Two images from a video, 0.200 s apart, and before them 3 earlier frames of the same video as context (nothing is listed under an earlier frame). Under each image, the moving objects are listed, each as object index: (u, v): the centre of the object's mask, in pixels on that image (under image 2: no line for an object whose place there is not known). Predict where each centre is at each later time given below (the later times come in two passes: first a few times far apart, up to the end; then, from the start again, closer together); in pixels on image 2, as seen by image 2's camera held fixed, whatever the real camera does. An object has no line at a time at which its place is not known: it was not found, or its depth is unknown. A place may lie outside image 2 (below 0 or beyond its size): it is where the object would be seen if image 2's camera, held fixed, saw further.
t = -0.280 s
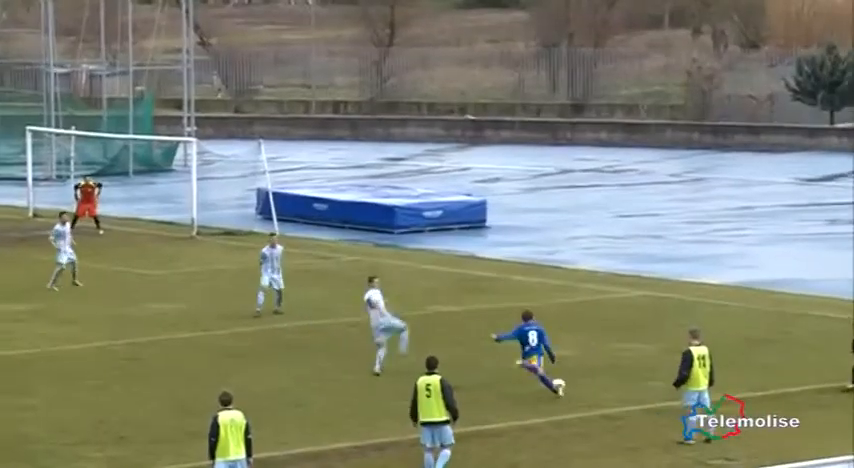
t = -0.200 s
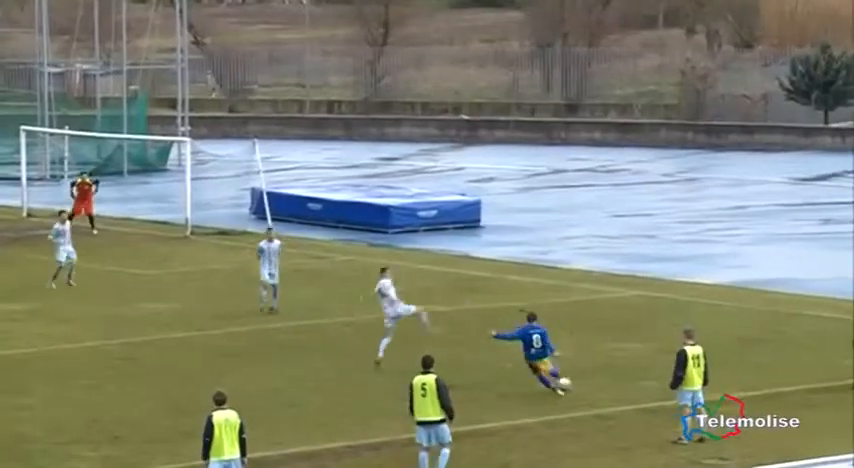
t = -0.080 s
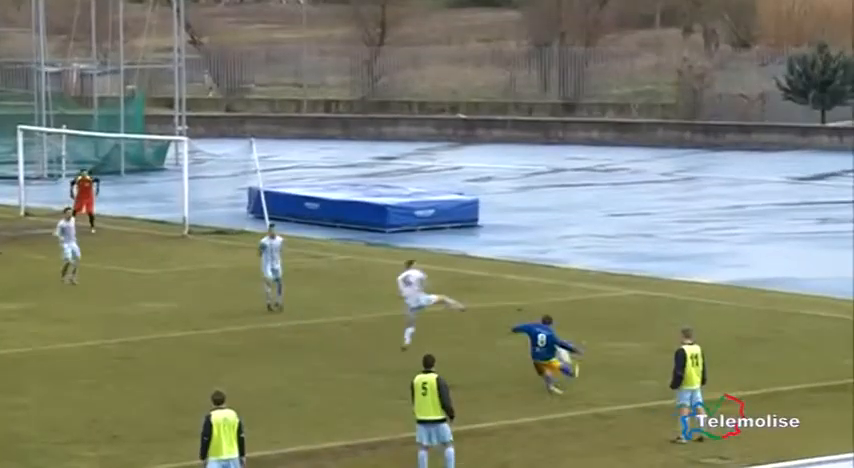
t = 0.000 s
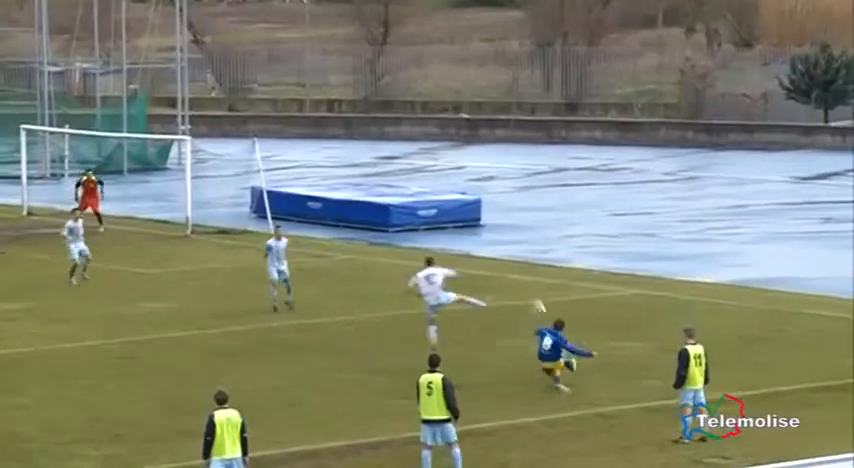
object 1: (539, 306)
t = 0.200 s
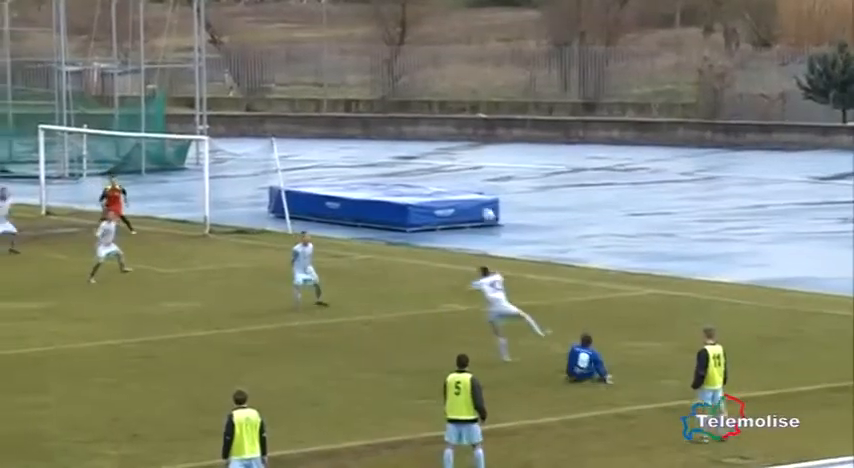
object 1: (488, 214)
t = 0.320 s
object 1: (449, 176)
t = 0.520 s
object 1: (386, 134)
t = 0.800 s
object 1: (303, 115)
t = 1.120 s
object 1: (214, 134)
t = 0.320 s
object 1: (449, 176)
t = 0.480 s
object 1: (399, 141)
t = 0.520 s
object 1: (386, 134)
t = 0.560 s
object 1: (374, 128)
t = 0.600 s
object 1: (362, 124)
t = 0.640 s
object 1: (350, 121)
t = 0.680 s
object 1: (338, 118)
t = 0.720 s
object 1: (326, 115)
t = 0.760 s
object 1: (314, 114)
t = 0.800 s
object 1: (303, 115)
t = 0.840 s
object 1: (291, 115)
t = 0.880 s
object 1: (280, 116)
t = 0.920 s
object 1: (268, 117)
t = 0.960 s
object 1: (257, 119)
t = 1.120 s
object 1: (214, 134)
